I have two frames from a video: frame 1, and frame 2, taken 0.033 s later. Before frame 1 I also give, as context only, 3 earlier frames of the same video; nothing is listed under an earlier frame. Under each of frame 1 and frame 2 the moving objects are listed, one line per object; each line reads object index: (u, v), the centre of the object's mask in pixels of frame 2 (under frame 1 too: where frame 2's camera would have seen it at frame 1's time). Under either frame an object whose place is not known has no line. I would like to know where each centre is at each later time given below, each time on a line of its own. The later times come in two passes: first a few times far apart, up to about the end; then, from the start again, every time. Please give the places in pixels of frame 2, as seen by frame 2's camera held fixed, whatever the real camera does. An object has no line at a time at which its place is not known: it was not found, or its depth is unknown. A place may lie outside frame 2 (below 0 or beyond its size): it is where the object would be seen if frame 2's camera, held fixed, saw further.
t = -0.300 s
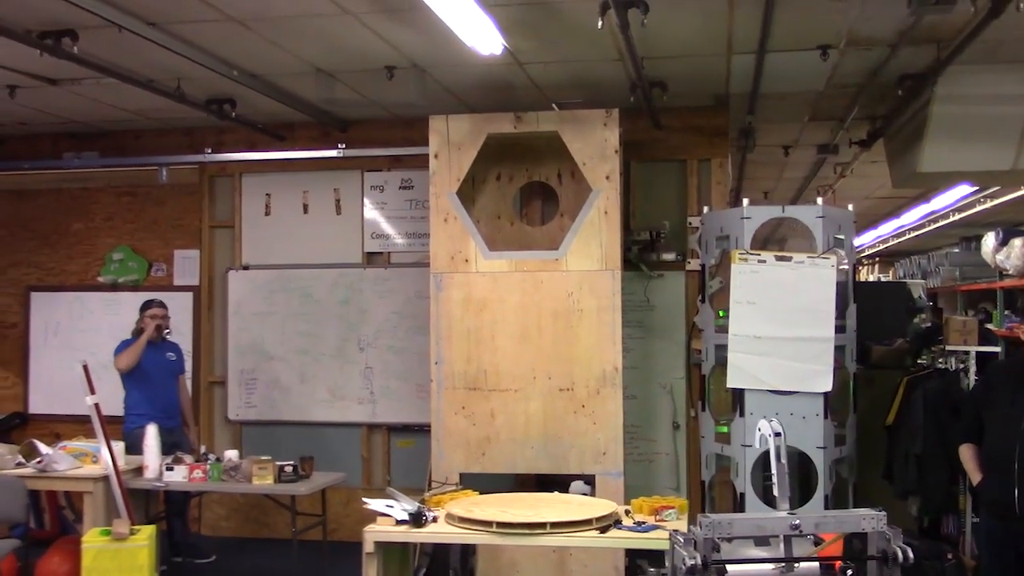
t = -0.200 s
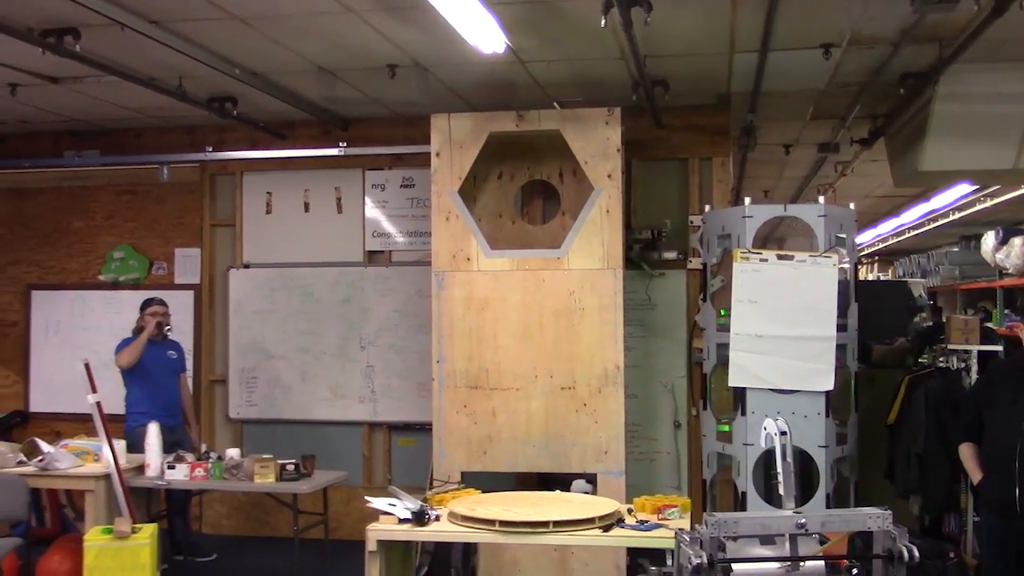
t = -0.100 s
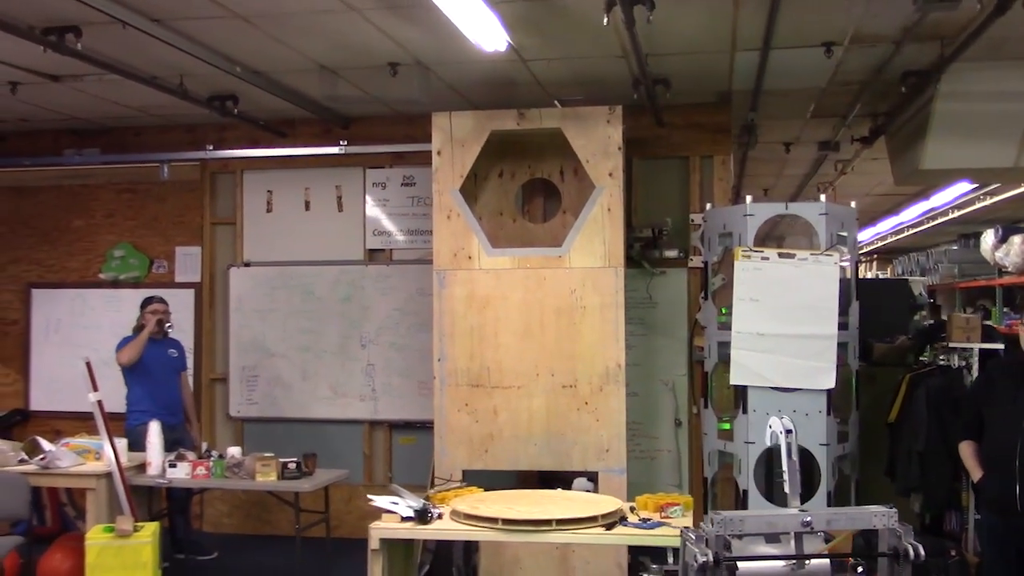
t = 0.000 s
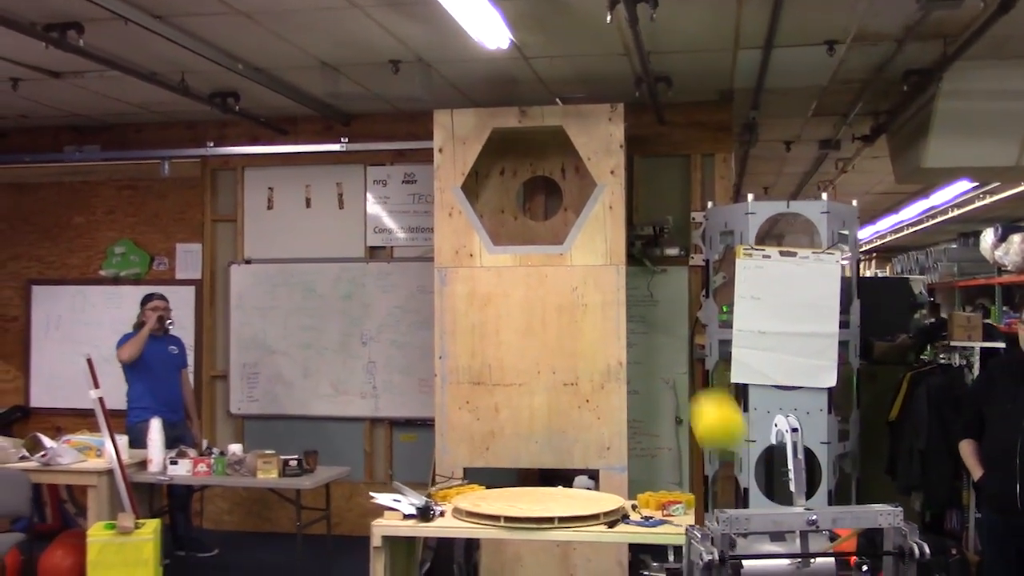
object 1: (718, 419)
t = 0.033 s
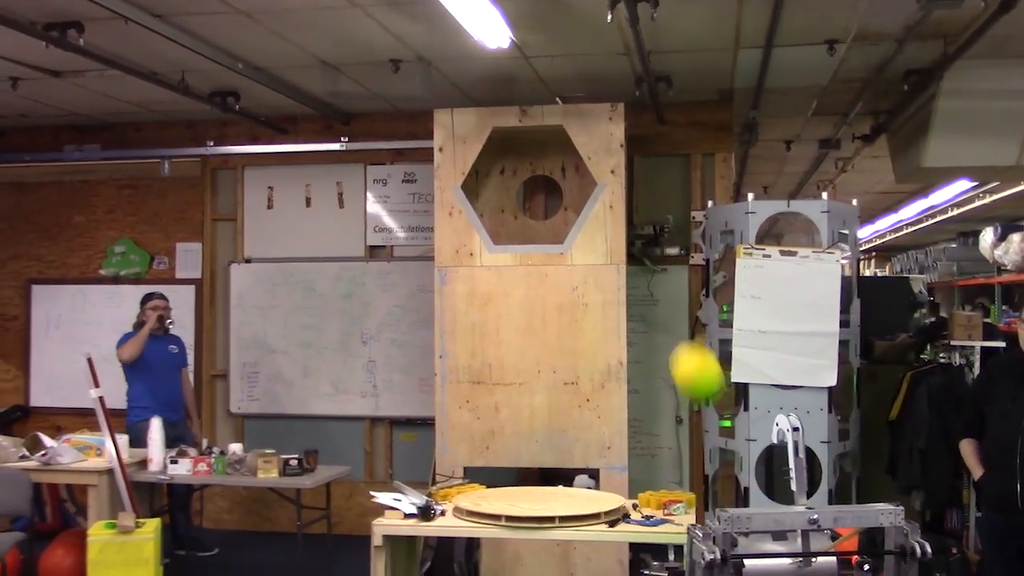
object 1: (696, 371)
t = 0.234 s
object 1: (608, 203)
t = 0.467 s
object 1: (555, 158)
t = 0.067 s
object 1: (677, 329)
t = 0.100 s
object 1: (660, 293)
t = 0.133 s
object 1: (646, 264)
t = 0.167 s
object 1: (632, 240)
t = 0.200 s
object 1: (620, 219)
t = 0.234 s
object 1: (608, 203)
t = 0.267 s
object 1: (598, 190)
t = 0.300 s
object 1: (590, 180)
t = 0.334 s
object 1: (582, 172)
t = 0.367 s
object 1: (574, 166)
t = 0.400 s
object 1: (567, 162)
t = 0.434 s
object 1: (561, 160)
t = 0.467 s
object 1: (555, 158)
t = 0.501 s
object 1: (549, 159)
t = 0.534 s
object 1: (544, 162)
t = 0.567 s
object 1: (539, 165)
